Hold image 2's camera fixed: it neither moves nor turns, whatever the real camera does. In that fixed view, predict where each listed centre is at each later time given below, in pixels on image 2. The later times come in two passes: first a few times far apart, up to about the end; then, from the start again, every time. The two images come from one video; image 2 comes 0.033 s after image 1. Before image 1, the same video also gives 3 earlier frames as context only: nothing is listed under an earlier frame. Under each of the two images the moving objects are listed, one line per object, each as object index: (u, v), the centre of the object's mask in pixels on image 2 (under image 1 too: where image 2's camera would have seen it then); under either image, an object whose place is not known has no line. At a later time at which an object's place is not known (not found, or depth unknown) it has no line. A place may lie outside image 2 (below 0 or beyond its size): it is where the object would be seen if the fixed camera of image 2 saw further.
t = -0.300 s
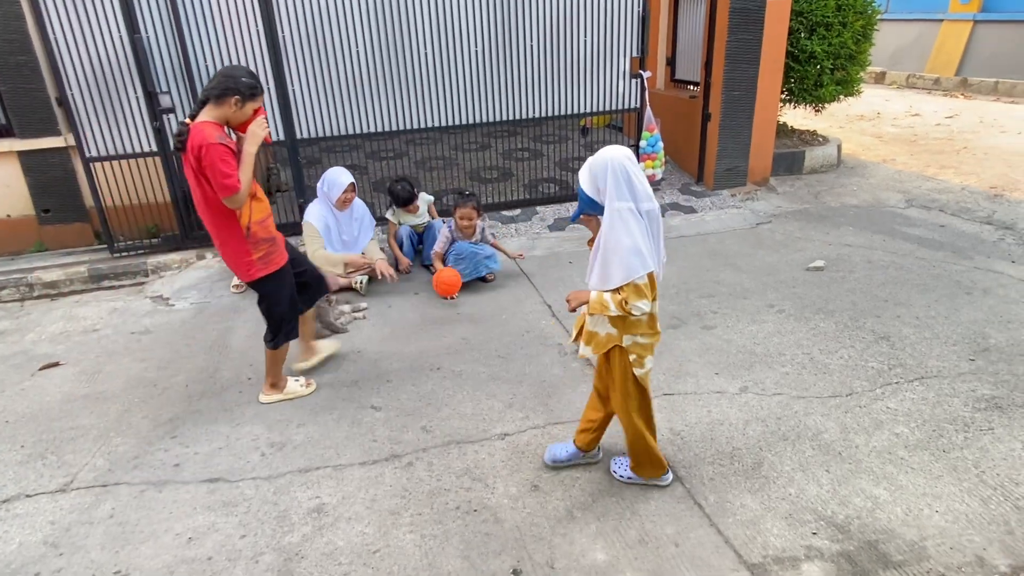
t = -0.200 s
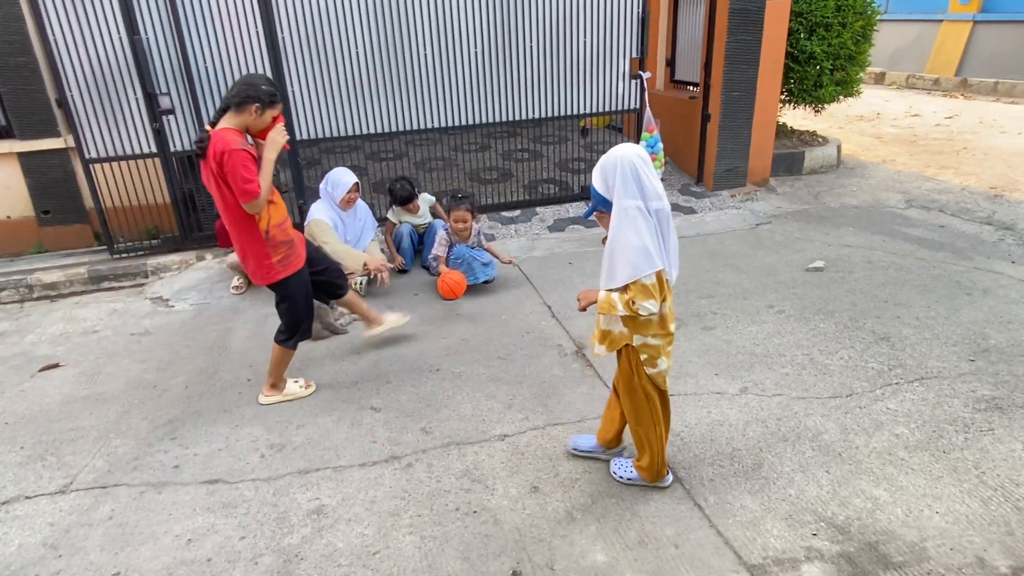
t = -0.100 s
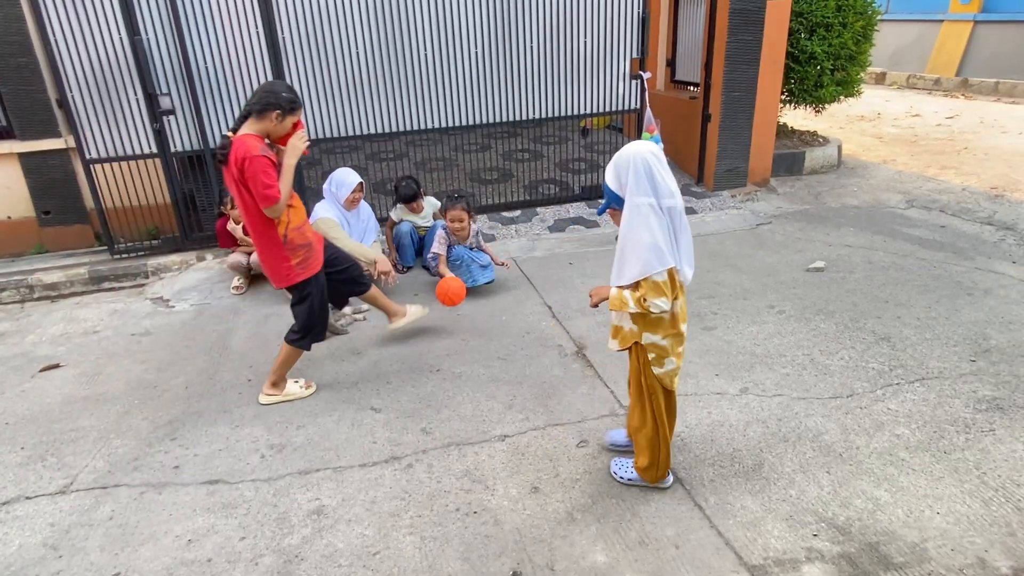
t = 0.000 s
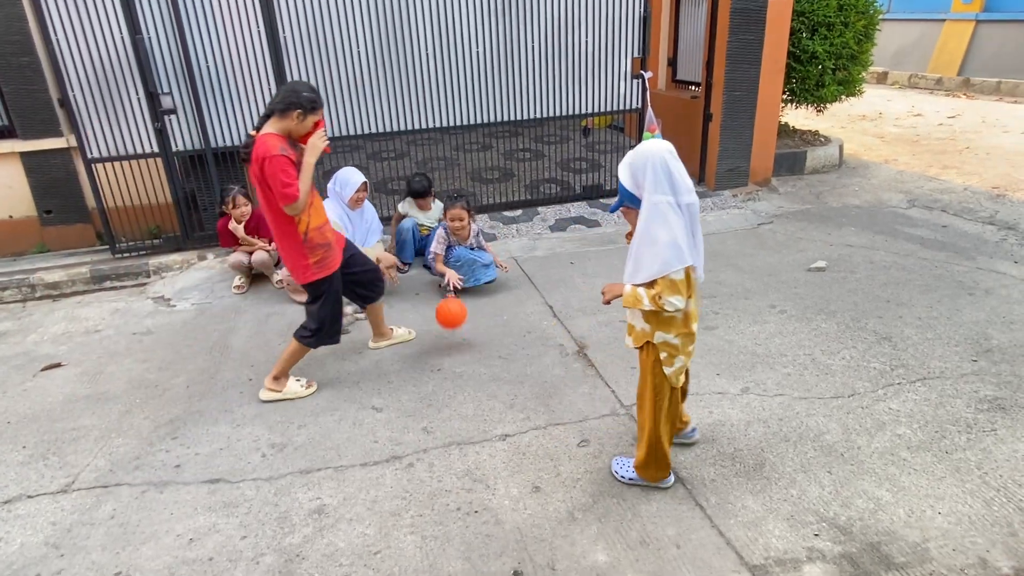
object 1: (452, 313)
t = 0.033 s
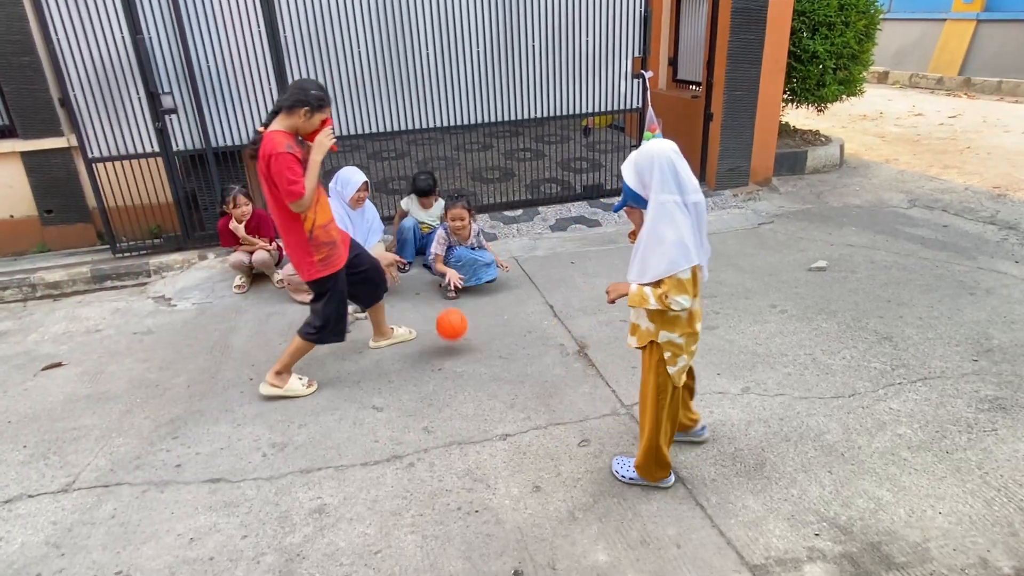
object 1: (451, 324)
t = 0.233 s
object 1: (446, 338)
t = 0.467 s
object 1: (443, 389)
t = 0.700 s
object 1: (424, 411)
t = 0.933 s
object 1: (397, 459)
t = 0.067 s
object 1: (452, 339)
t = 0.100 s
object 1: (452, 350)
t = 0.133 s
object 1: (450, 345)
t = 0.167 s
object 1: (449, 341)
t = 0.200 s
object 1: (448, 339)
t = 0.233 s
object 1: (446, 338)
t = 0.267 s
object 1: (445, 340)
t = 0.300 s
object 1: (444, 343)
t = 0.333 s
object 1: (444, 348)
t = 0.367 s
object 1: (443, 355)
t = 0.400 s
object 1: (443, 363)
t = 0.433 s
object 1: (443, 374)
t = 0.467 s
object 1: (443, 389)
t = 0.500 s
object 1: (441, 395)
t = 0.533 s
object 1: (438, 391)
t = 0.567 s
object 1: (435, 391)
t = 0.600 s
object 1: (432, 392)
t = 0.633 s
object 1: (429, 397)
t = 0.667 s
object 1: (426, 403)
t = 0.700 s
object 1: (424, 411)
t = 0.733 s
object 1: (422, 421)
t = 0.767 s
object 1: (420, 435)
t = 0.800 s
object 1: (418, 449)
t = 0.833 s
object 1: (414, 452)
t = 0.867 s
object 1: (408, 451)
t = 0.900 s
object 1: (402, 454)
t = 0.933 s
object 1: (397, 459)
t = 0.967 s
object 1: (392, 467)
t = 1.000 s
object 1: (387, 478)
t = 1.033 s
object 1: (382, 493)
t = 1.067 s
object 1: (377, 510)
